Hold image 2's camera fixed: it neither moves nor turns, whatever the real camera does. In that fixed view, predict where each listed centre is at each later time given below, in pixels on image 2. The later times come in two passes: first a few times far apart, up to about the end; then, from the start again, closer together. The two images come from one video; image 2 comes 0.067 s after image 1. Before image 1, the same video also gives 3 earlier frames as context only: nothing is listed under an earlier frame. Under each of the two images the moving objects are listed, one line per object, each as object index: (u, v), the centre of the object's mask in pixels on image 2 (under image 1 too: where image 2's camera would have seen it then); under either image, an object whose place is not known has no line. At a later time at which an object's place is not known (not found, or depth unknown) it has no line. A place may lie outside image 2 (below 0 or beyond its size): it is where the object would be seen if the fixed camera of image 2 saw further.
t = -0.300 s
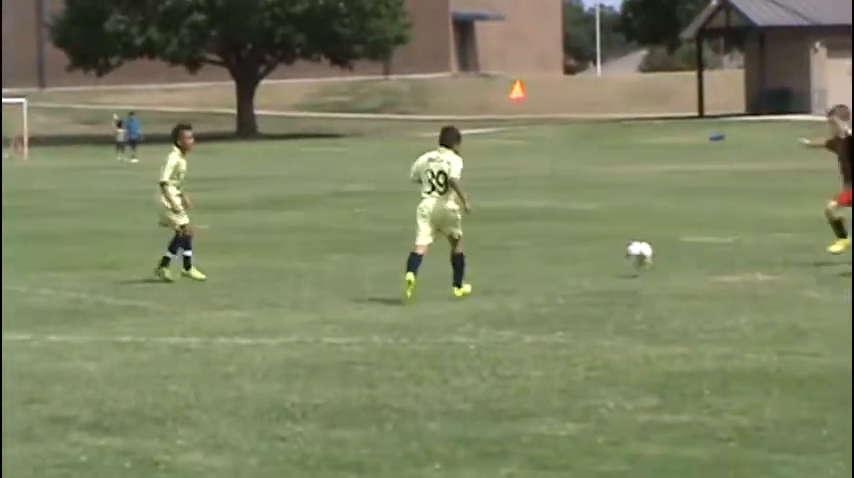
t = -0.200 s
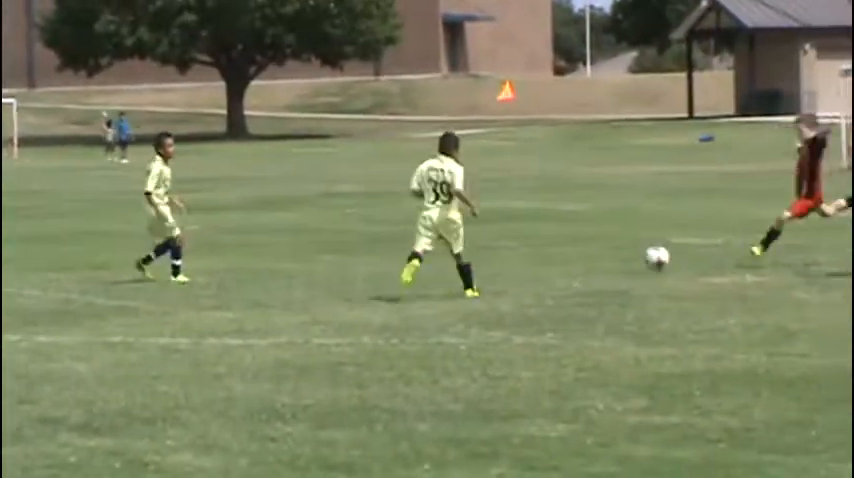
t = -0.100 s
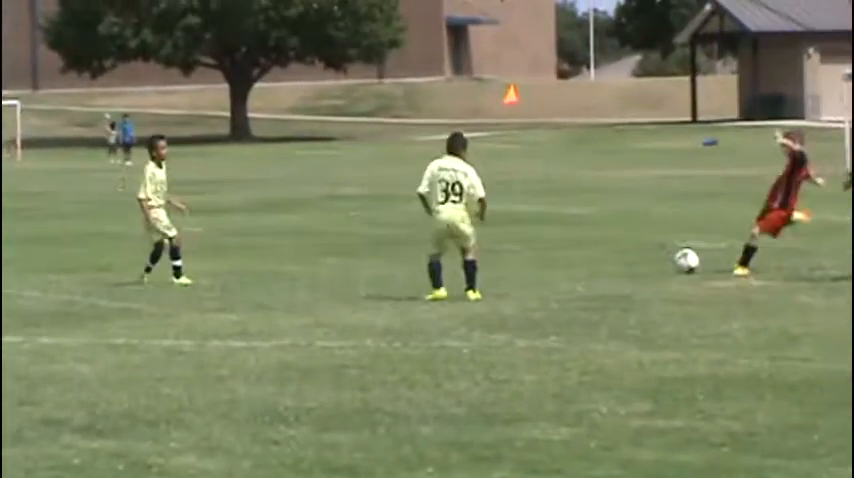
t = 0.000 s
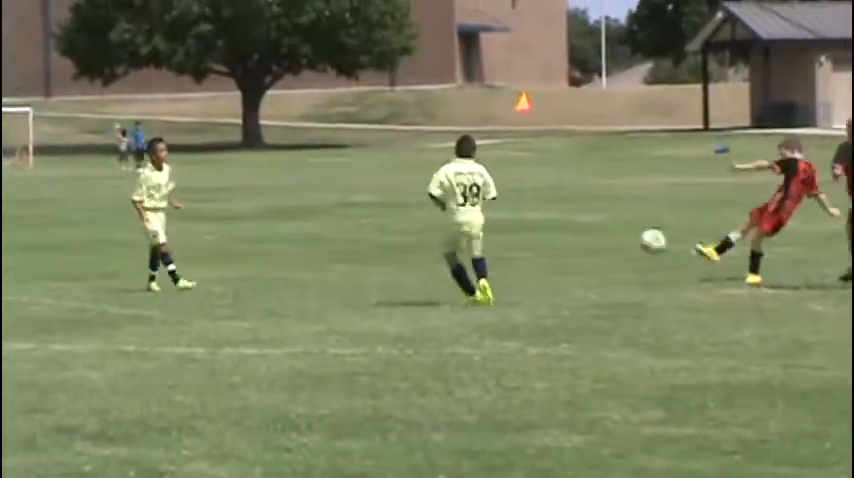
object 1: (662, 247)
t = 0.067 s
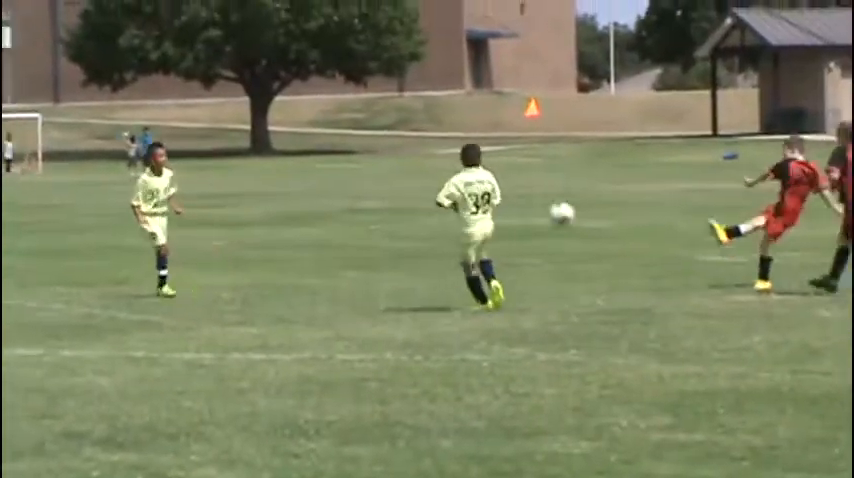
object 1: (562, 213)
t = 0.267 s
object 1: (261, 141)
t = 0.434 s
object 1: (3, 115)
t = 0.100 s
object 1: (511, 197)
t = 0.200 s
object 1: (361, 160)
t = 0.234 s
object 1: (310, 150)
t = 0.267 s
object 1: (261, 141)
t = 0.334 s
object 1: (157, 126)
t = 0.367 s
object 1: (107, 122)
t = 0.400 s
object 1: (55, 117)
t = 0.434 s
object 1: (3, 115)
